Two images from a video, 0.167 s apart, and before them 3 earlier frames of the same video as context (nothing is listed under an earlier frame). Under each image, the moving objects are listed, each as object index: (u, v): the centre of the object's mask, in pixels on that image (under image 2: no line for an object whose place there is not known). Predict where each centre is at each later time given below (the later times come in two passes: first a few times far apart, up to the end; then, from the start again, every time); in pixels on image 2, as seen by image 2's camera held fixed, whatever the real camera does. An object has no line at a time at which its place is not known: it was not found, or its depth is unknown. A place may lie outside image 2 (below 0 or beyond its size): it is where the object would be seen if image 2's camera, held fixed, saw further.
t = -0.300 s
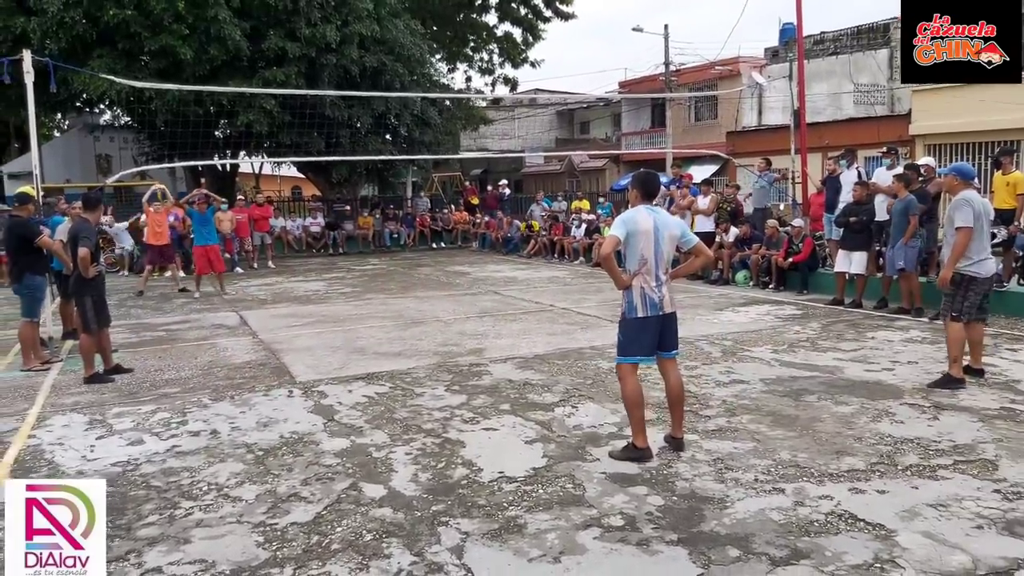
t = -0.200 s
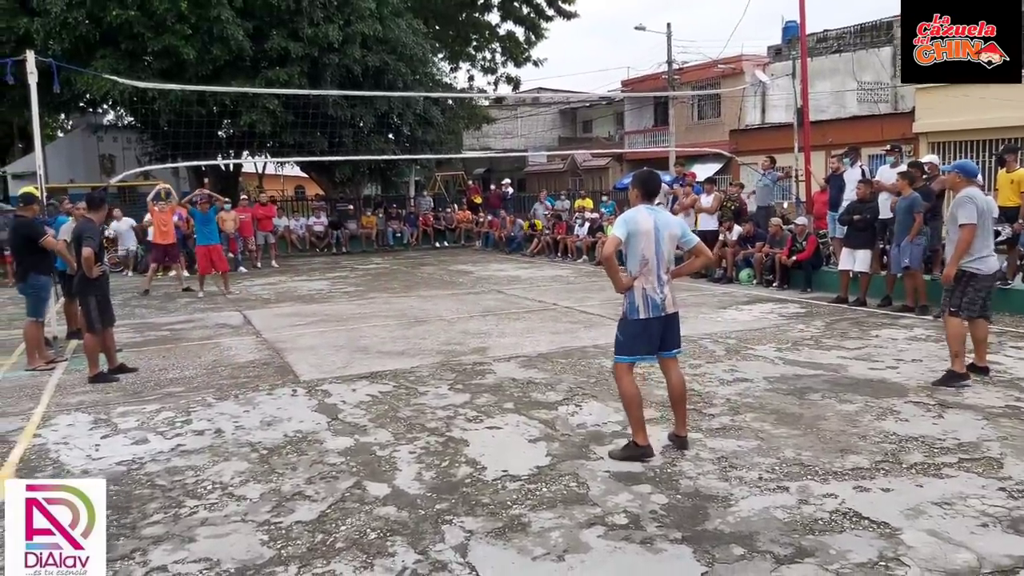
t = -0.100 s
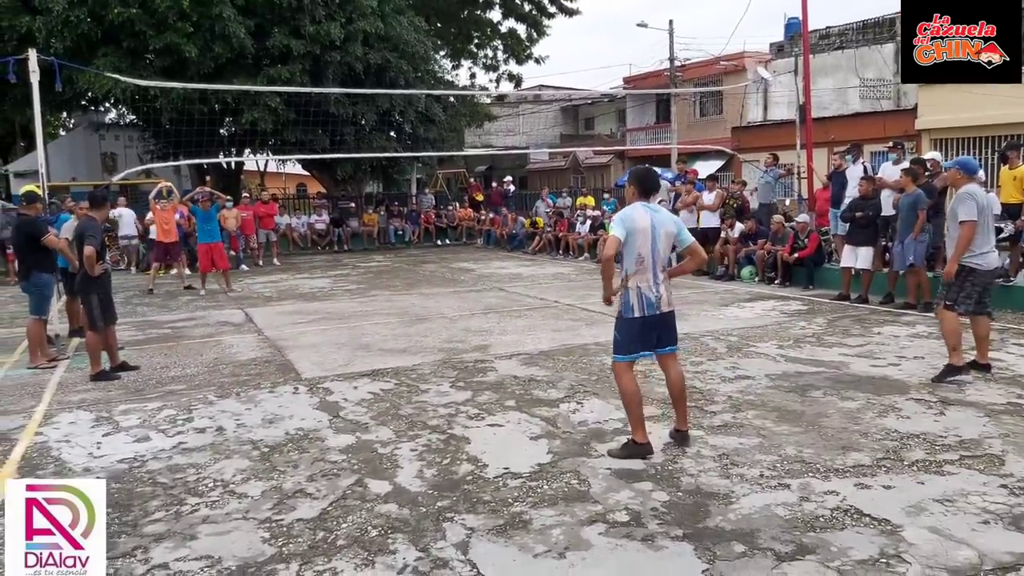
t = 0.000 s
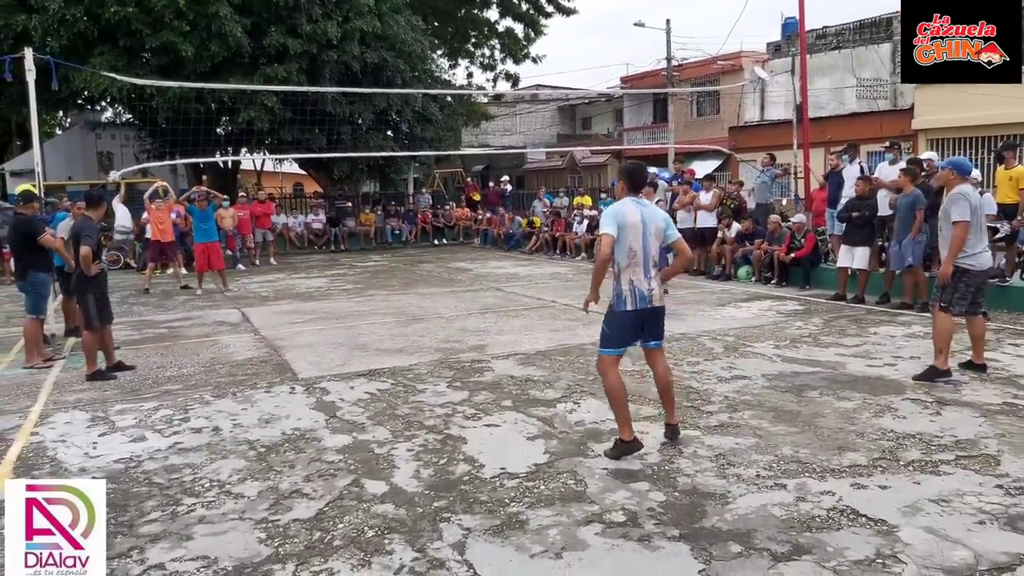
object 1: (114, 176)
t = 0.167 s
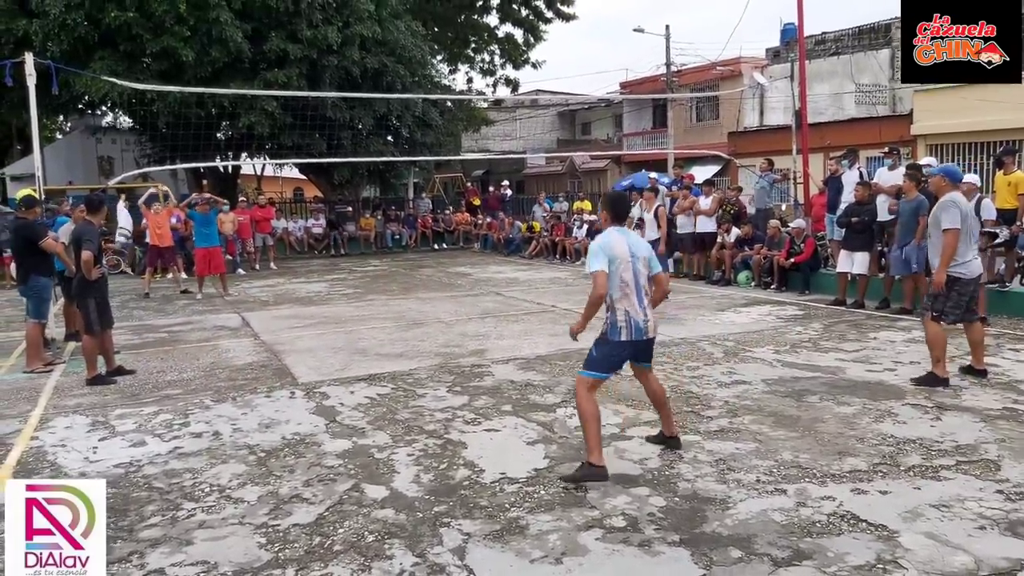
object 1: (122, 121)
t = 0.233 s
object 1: (128, 101)
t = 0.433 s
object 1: (144, 44)
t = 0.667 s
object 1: (179, 6)
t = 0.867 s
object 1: (233, 23)
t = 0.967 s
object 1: (278, 68)
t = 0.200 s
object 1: (126, 111)
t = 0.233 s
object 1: (128, 101)
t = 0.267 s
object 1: (130, 92)
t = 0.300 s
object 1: (133, 78)
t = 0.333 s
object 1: (136, 70)
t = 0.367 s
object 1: (139, 61)
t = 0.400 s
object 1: (142, 52)
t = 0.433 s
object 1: (144, 44)
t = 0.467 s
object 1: (148, 37)
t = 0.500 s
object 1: (152, 29)
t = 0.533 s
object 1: (157, 22)
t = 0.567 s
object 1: (162, 17)
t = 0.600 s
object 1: (167, 12)
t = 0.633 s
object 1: (173, 8)
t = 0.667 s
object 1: (179, 6)
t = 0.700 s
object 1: (186, 5)
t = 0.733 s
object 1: (193, 5)
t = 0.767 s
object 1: (202, 6)
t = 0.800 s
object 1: (211, 9)
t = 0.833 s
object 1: (222, 14)
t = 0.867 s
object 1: (233, 23)
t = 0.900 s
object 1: (247, 35)
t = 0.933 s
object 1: (262, 49)
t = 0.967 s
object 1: (278, 68)
